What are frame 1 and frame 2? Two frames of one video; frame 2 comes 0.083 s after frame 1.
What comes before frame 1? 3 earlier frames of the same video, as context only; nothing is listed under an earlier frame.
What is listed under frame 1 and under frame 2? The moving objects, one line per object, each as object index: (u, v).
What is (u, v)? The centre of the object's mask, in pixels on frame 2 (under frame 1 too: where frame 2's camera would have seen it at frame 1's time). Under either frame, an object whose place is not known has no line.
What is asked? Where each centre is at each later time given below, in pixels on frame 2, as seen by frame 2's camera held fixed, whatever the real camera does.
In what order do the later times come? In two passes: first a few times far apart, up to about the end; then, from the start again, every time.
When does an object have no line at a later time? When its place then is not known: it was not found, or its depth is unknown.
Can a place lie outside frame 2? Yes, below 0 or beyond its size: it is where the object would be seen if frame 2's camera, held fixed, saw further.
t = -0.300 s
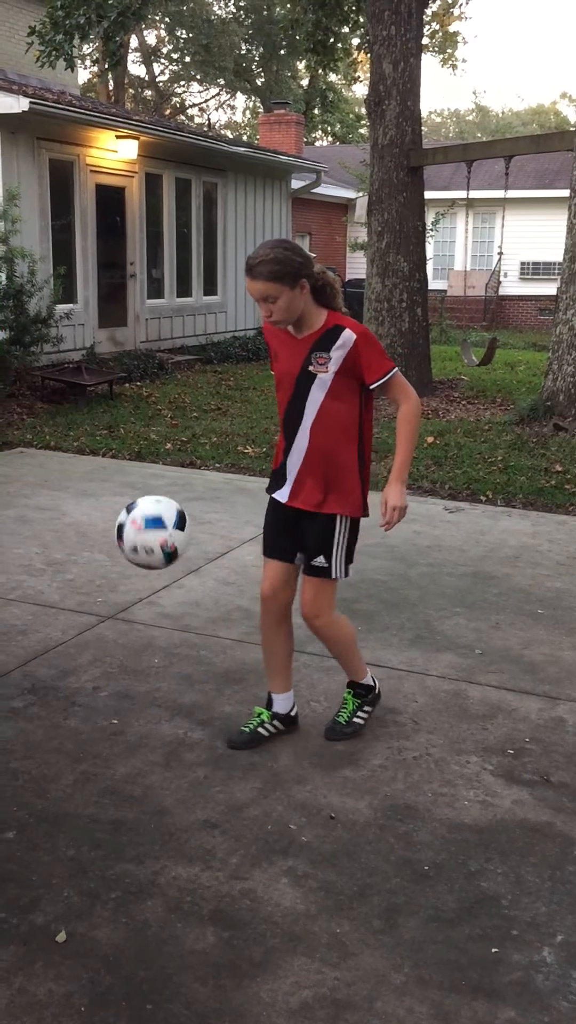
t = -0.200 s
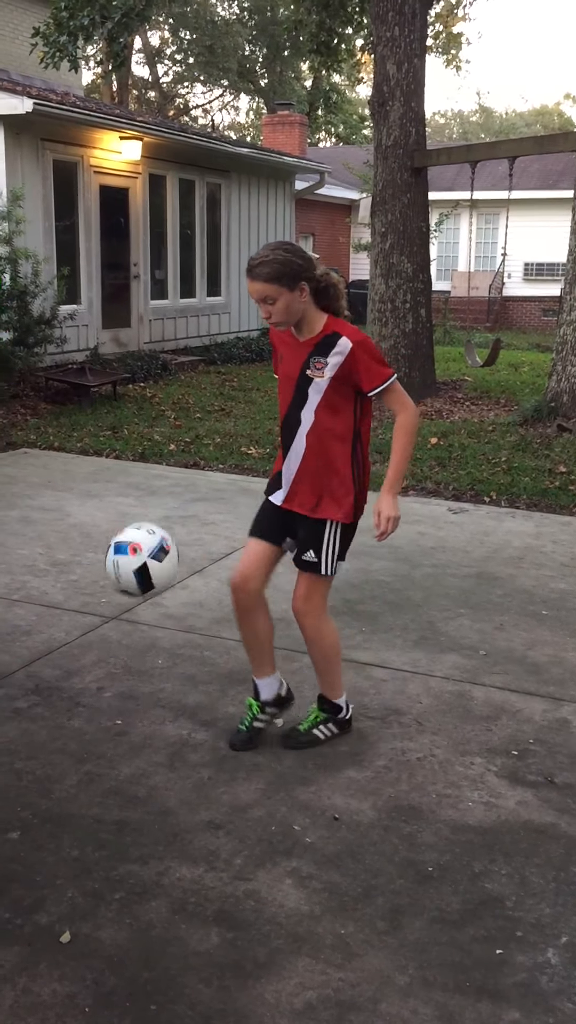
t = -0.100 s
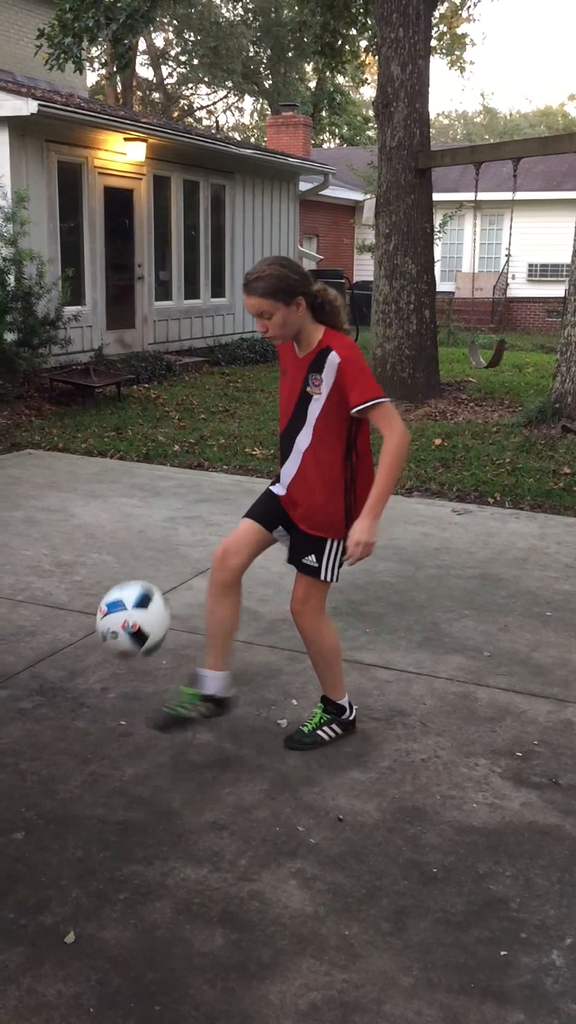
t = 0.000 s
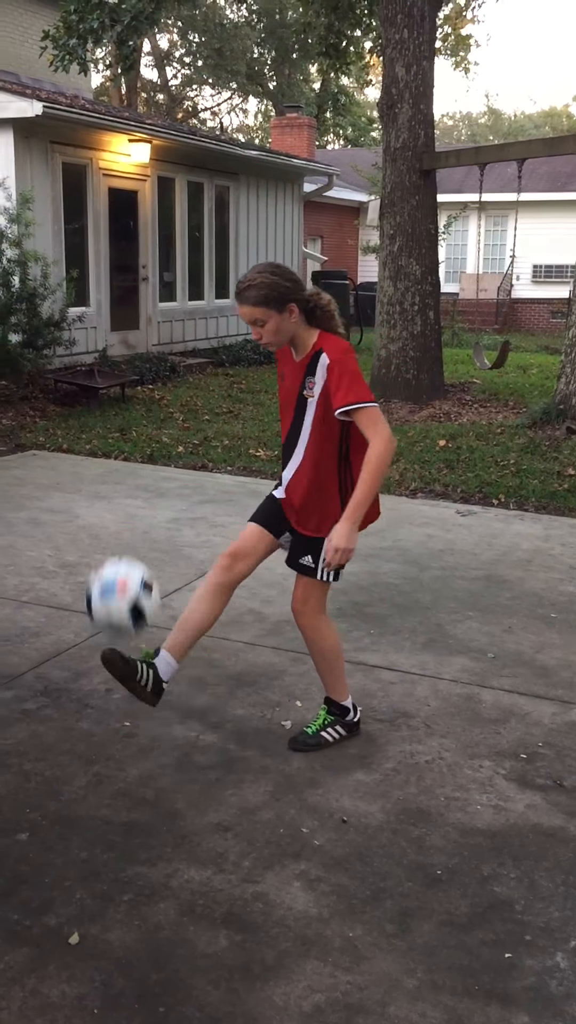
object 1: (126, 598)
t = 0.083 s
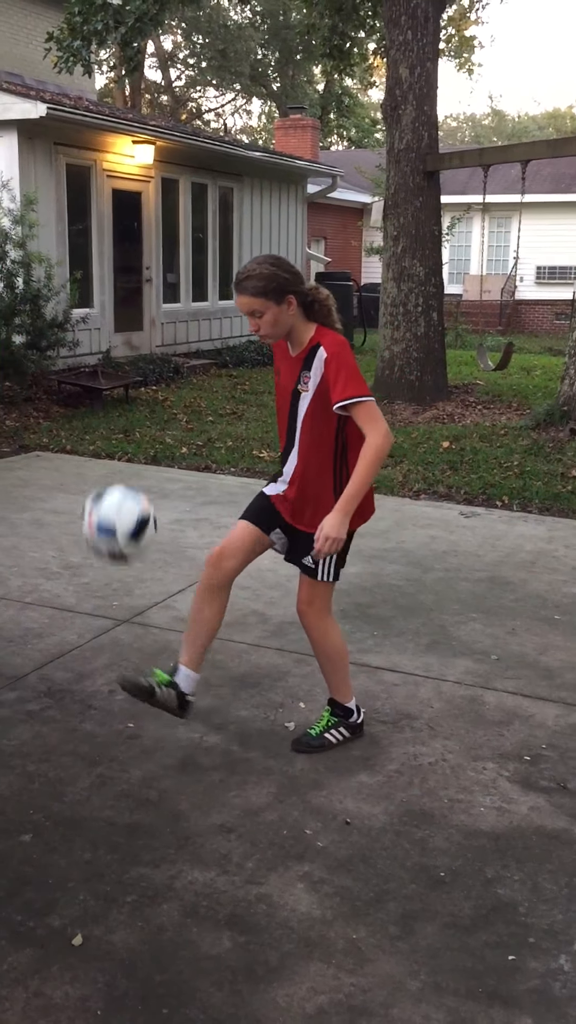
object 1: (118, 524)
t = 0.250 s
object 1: (106, 438)
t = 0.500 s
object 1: (90, 480)
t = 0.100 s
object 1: (118, 512)
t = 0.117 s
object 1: (116, 500)
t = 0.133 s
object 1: (115, 489)
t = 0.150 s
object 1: (113, 478)
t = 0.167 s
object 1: (112, 469)
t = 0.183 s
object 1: (111, 461)
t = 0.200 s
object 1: (110, 454)
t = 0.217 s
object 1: (109, 448)
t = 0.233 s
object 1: (107, 443)
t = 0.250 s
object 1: (106, 438)
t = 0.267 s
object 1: (104, 434)
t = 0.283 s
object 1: (103, 431)
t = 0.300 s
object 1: (102, 430)
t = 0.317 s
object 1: (101, 429)
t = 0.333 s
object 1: (100, 429)
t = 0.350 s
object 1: (99, 430)
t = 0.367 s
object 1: (98, 432)
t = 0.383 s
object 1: (98, 435)
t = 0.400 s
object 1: (96, 439)
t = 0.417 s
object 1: (95, 444)
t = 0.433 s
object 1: (94, 449)
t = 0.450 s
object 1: (93, 455)
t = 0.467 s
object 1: (92, 462)
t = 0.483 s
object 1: (91, 471)
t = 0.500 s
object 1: (90, 480)
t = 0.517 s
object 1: (89, 490)
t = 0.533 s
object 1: (88, 501)
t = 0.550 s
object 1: (87, 512)
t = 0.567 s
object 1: (87, 523)
